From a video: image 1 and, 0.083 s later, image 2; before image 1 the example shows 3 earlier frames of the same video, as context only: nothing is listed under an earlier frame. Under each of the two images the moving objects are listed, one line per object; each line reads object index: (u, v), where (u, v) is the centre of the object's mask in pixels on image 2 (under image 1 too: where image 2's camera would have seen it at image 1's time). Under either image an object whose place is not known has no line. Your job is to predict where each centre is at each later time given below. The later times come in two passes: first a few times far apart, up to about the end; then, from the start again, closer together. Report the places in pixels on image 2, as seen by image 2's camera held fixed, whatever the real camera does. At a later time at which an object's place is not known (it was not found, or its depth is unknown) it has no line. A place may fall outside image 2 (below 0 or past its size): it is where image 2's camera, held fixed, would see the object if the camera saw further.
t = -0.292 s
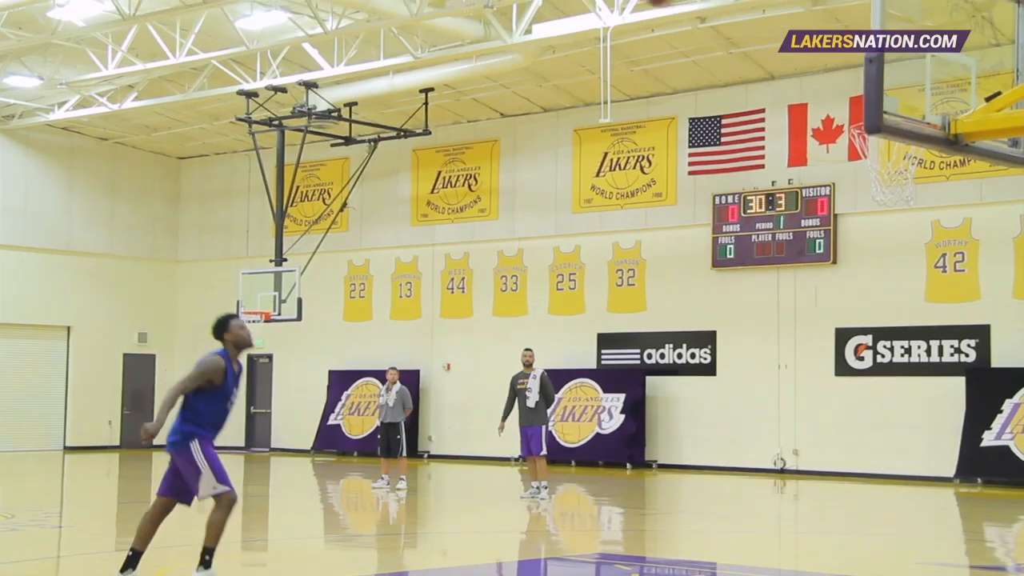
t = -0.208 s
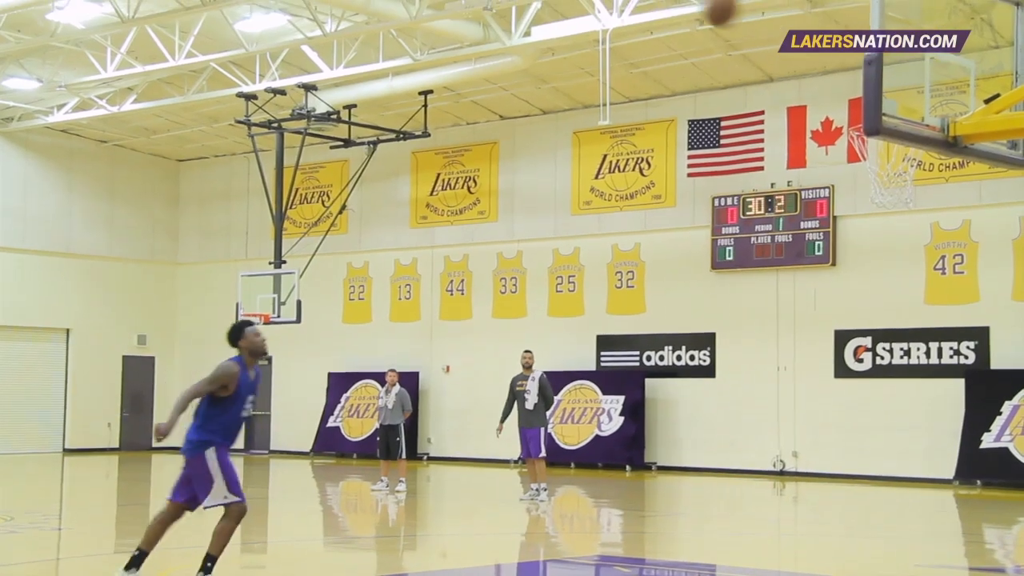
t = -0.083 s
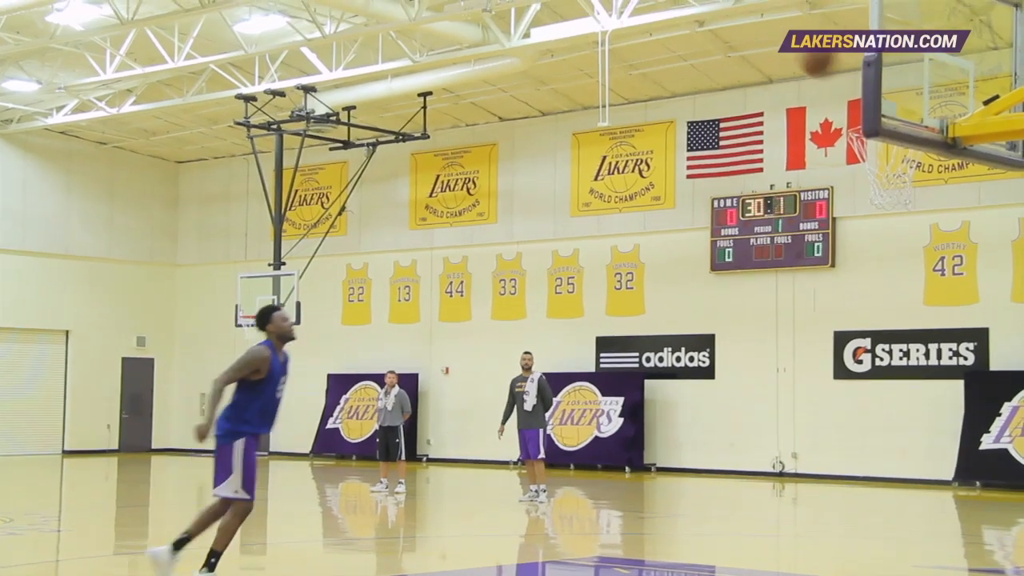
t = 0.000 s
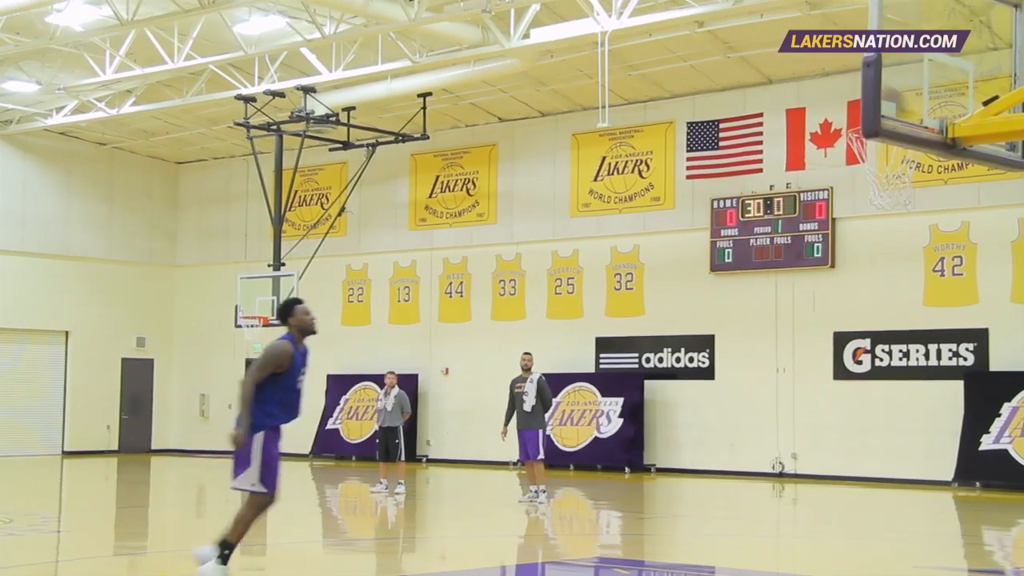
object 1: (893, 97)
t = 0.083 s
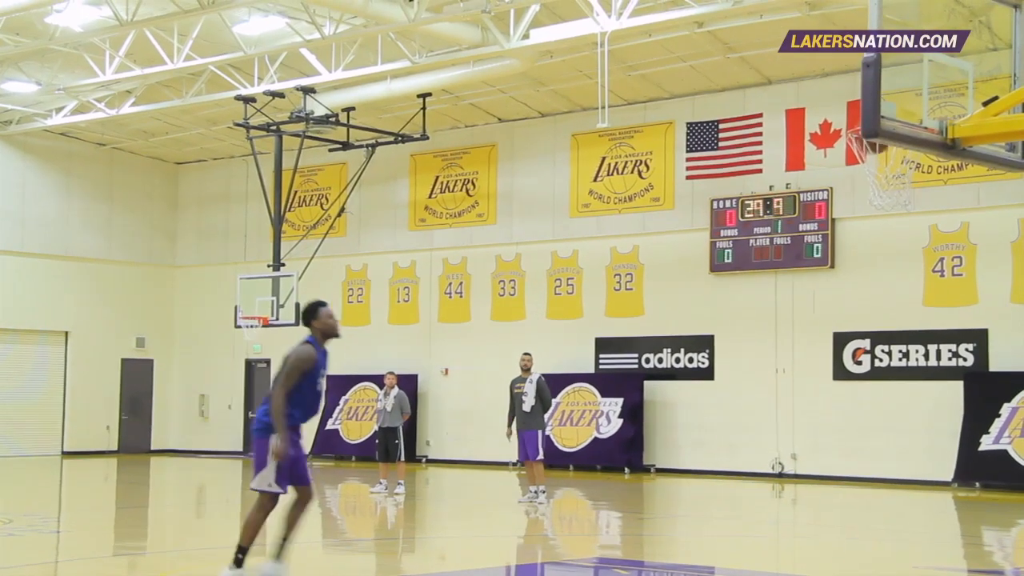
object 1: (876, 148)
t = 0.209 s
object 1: (890, 150)
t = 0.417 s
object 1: (872, 201)
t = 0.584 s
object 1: (862, 287)
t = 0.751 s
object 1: (851, 419)
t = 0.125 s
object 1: (880, 147)
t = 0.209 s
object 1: (890, 150)
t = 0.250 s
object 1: (887, 154)
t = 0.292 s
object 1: (884, 159)
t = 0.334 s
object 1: (879, 175)
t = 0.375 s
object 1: (876, 187)
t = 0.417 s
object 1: (872, 201)
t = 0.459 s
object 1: (870, 218)
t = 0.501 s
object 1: (867, 238)
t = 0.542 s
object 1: (864, 261)
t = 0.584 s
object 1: (862, 287)
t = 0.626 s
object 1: (859, 315)
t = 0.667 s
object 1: (856, 346)
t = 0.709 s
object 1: (854, 382)
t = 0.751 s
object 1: (851, 419)
